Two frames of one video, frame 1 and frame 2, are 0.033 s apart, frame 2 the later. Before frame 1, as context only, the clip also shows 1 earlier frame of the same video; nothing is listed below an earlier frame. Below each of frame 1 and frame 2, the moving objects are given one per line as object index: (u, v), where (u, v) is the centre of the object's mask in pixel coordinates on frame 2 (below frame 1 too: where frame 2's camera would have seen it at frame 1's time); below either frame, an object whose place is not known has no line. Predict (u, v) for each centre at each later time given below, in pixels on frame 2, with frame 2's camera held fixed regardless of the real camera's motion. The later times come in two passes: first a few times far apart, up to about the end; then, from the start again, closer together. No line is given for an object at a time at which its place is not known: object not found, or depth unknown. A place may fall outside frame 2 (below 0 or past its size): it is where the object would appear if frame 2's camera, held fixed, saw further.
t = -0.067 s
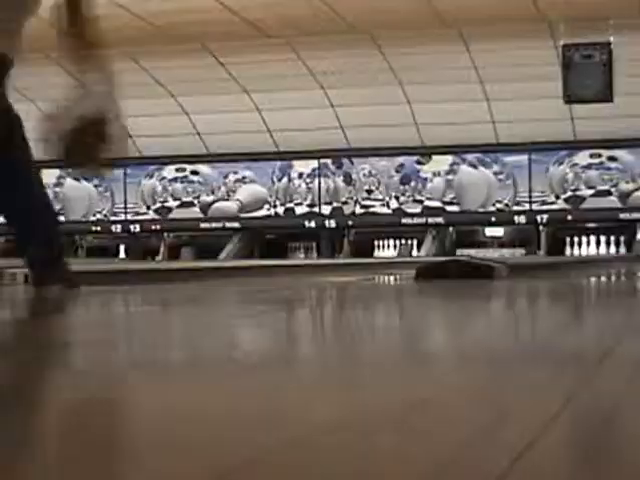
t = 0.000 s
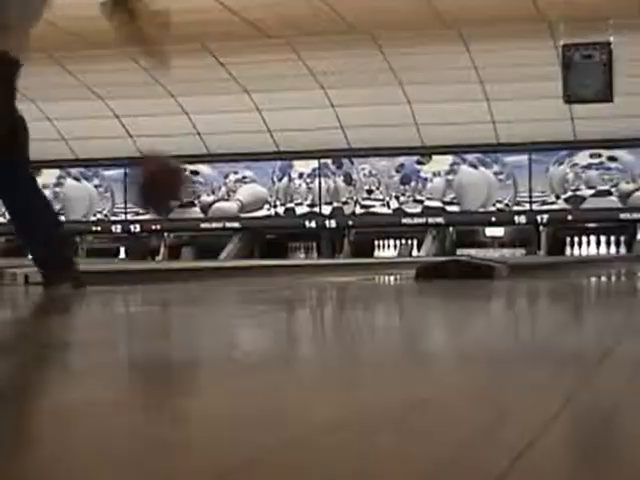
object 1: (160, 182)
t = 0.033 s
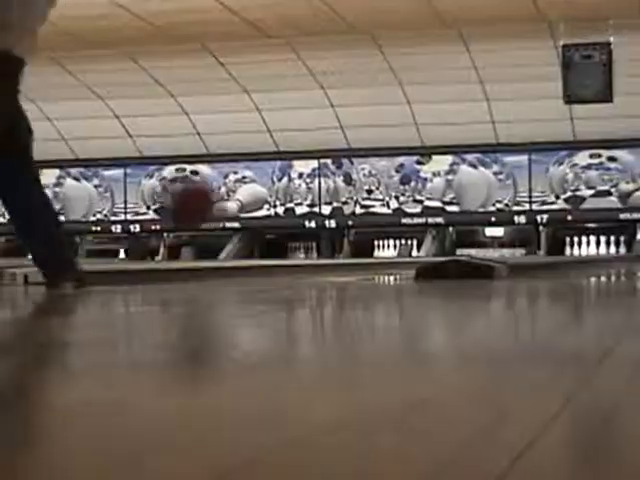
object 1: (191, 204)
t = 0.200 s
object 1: (306, 248)
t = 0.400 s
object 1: (394, 251)
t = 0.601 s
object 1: (454, 248)
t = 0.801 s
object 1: (498, 248)
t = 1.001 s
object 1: (528, 248)
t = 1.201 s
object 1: (550, 248)
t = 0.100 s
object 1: (247, 252)
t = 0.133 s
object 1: (266, 250)
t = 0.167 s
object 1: (288, 248)
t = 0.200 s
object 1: (306, 248)
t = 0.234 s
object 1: (325, 251)
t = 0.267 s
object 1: (341, 253)
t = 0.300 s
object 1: (356, 252)
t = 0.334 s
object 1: (370, 251)
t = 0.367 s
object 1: (382, 252)
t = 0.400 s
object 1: (394, 251)
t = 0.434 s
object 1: (407, 251)
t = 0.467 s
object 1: (416, 252)
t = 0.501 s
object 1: (428, 250)
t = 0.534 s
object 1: (439, 248)
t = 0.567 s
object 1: (445, 248)
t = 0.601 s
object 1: (454, 248)
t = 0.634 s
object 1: (462, 247)
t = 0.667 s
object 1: (470, 247)
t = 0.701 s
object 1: (477, 247)
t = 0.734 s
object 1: (484, 248)
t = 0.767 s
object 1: (490, 248)
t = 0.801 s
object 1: (498, 248)
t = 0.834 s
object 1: (502, 248)
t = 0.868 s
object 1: (508, 247)
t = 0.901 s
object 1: (513, 248)
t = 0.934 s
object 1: (518, 247)
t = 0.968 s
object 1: (523, 248)
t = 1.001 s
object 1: (528, 248)
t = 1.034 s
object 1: (532, 248)
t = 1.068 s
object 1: (536, 248)
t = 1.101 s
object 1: (540, 248)
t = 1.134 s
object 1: (544, 248)
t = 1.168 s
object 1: (547, 248)
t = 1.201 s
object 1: (550, 248)
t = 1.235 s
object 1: (554, 248)
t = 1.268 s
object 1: (557, 249)
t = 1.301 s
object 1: (559, 248)
